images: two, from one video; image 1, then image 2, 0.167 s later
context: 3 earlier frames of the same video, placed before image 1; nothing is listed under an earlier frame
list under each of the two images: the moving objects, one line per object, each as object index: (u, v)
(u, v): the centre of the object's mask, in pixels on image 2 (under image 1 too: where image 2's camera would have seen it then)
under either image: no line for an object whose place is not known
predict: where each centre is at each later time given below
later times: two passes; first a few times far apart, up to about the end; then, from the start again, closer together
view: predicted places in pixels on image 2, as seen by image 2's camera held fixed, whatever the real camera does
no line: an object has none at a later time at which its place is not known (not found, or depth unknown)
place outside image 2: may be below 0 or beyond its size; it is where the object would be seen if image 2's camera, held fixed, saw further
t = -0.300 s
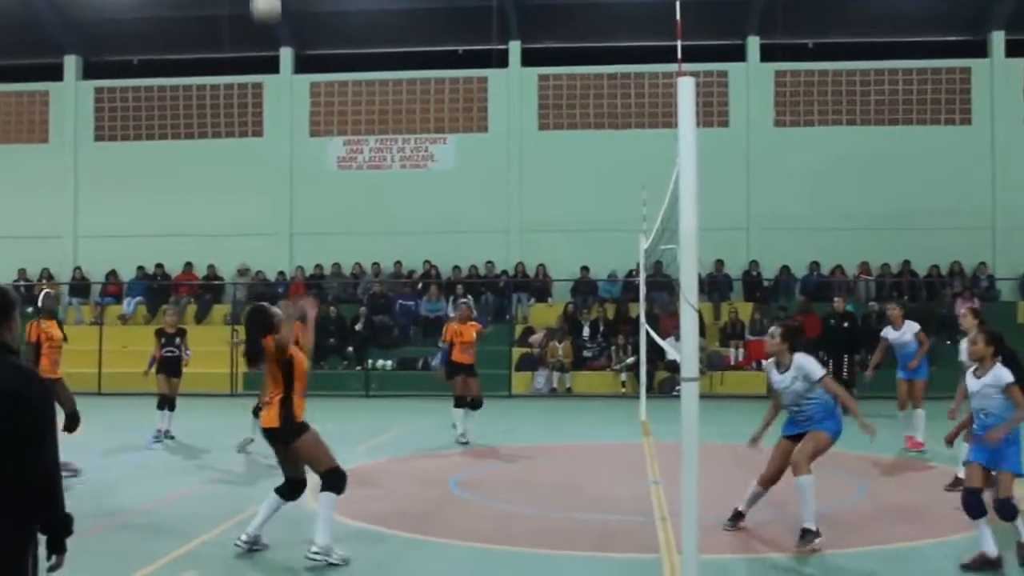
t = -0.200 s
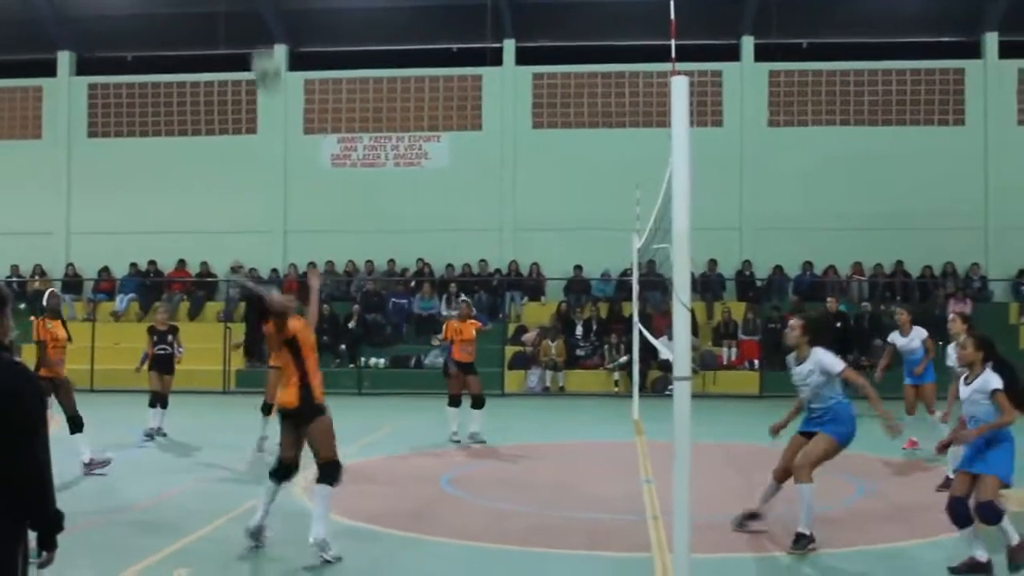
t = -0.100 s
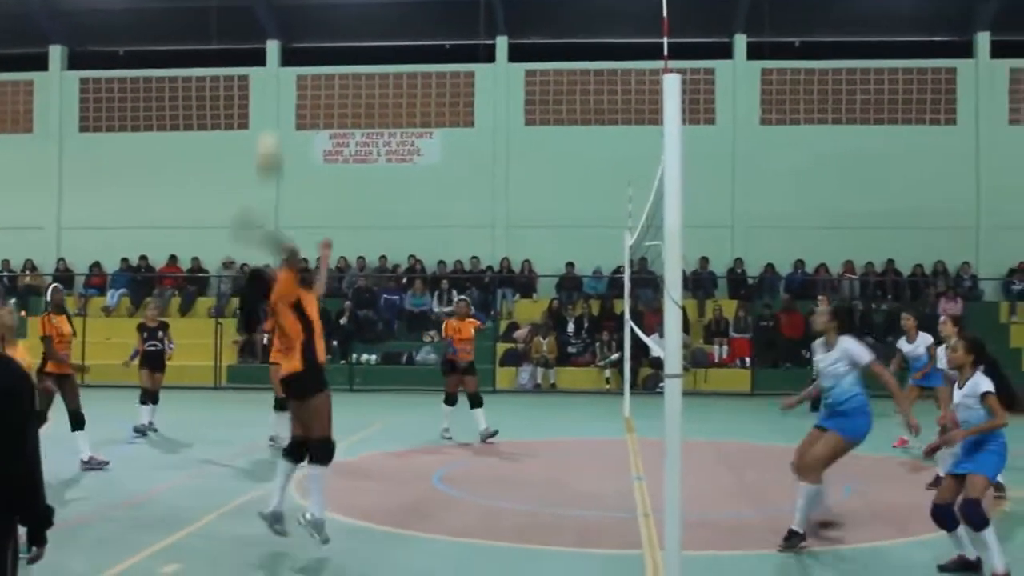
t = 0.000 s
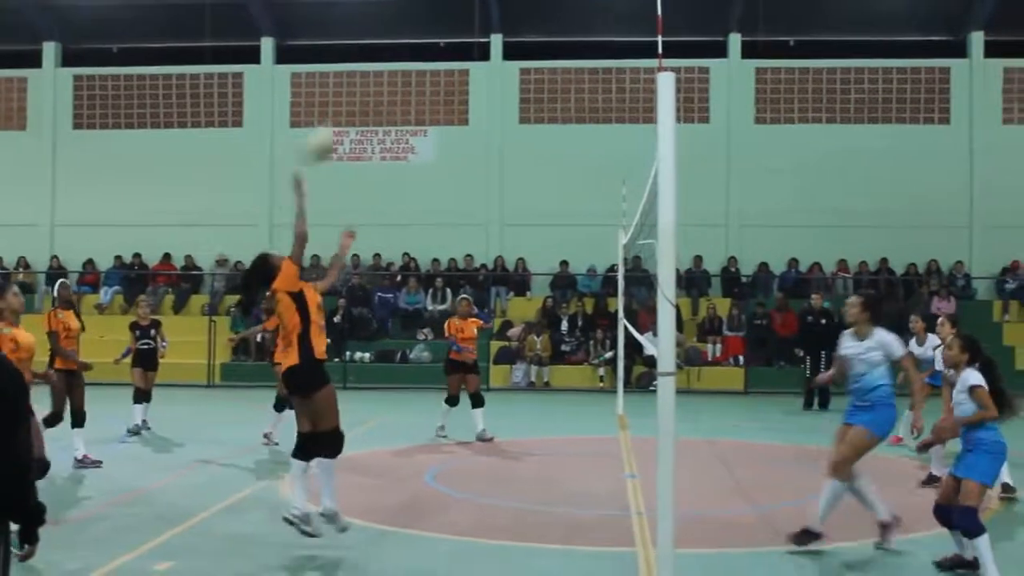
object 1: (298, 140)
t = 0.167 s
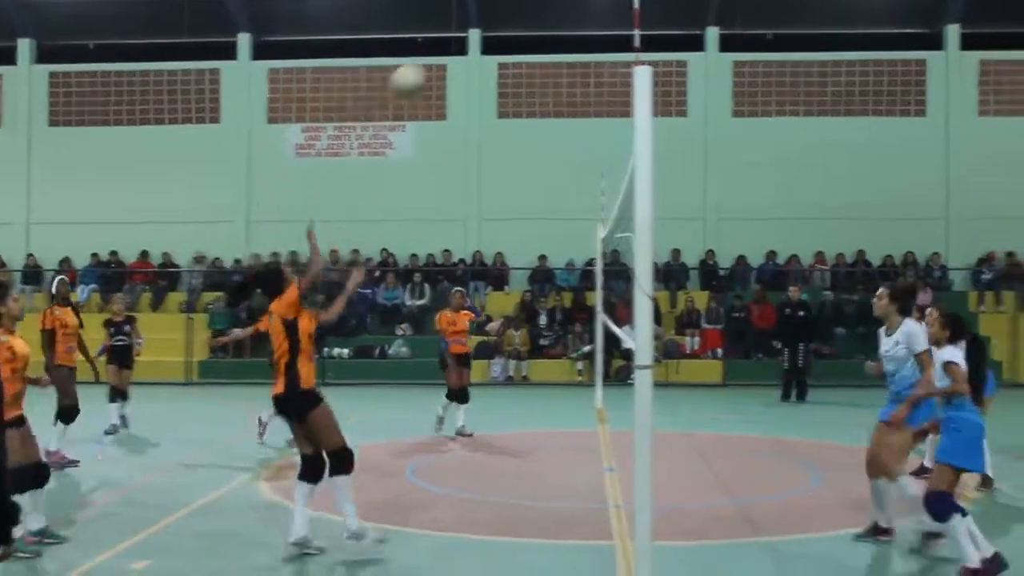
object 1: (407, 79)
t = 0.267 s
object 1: (464, 70)
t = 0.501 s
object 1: (576, 91)
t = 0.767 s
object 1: (675, 190)
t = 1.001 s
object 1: (745, 316)
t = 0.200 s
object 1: (428, 74)
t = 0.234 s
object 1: (447, 71)
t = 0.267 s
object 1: (464, 70)
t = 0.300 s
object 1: (483, 70)
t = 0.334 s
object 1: (500, 69)
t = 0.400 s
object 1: (532, 73)
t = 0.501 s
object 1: (576, 91)
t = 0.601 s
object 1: (614, 120)
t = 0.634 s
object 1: (621, 132)
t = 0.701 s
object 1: (653, 159)
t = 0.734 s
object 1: (664, 173)
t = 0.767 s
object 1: (675, 190)
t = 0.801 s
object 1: (686, 207)
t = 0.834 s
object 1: (697, 226)
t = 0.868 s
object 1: (707, 240)
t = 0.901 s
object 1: (715, 256)
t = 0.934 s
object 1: (727, 275)
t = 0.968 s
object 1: (736, 294)
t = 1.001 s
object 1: (745, 316)
